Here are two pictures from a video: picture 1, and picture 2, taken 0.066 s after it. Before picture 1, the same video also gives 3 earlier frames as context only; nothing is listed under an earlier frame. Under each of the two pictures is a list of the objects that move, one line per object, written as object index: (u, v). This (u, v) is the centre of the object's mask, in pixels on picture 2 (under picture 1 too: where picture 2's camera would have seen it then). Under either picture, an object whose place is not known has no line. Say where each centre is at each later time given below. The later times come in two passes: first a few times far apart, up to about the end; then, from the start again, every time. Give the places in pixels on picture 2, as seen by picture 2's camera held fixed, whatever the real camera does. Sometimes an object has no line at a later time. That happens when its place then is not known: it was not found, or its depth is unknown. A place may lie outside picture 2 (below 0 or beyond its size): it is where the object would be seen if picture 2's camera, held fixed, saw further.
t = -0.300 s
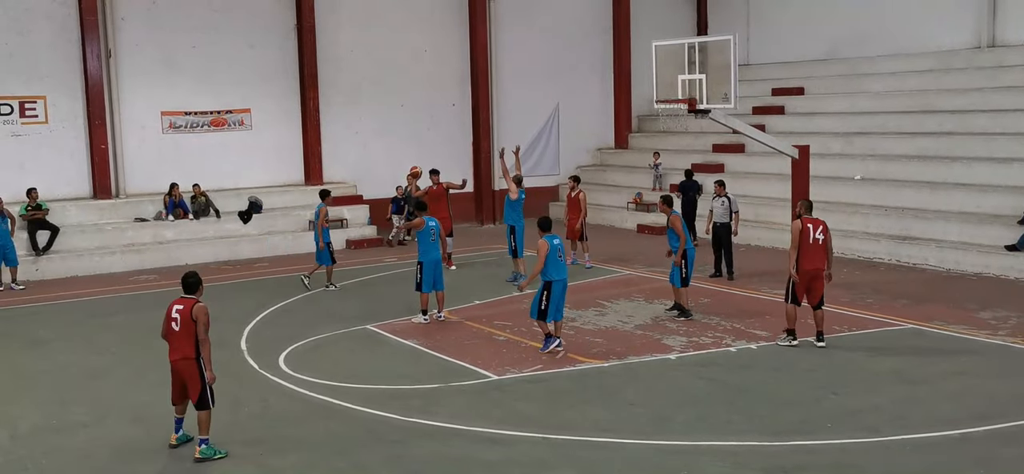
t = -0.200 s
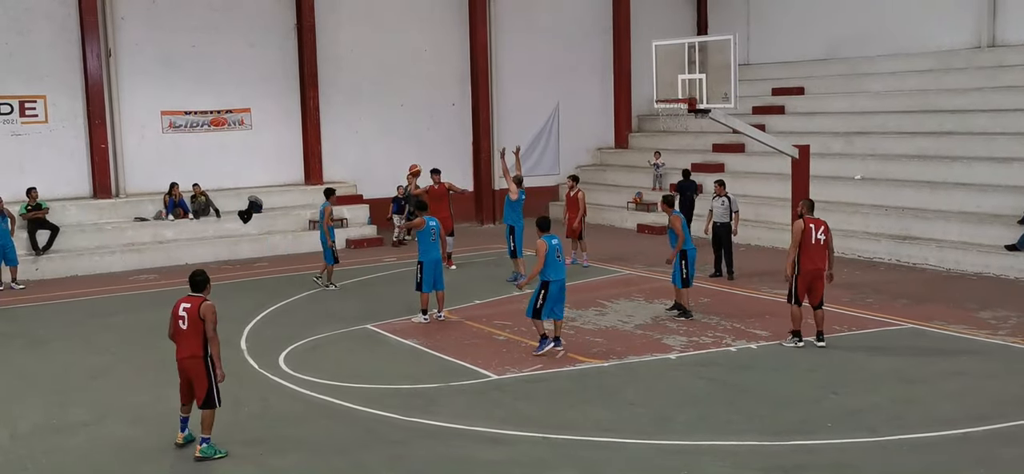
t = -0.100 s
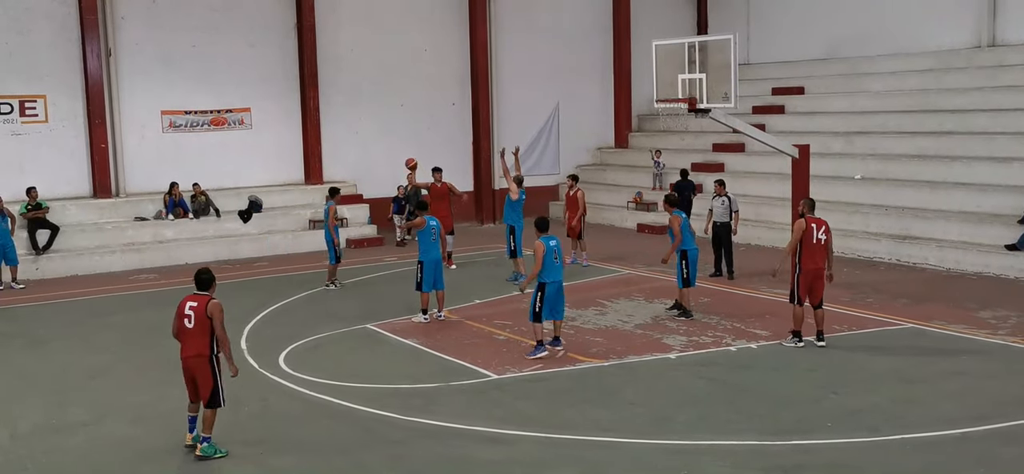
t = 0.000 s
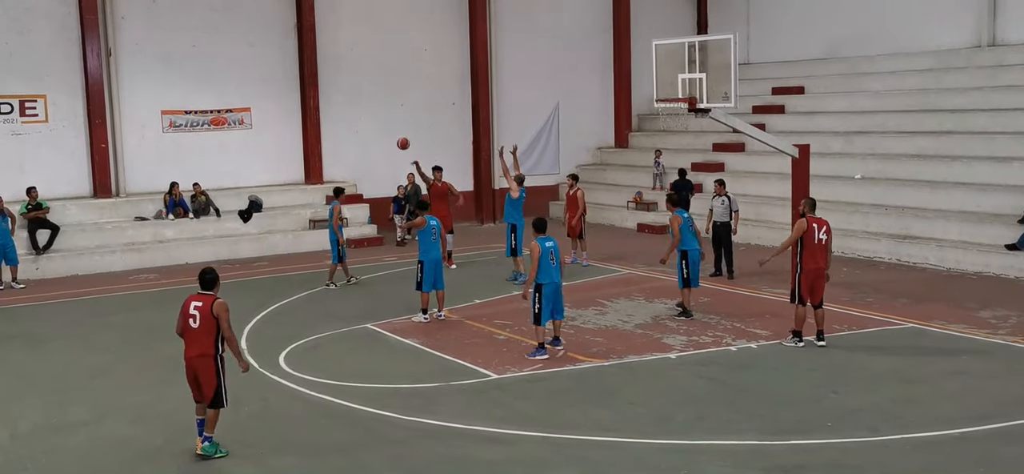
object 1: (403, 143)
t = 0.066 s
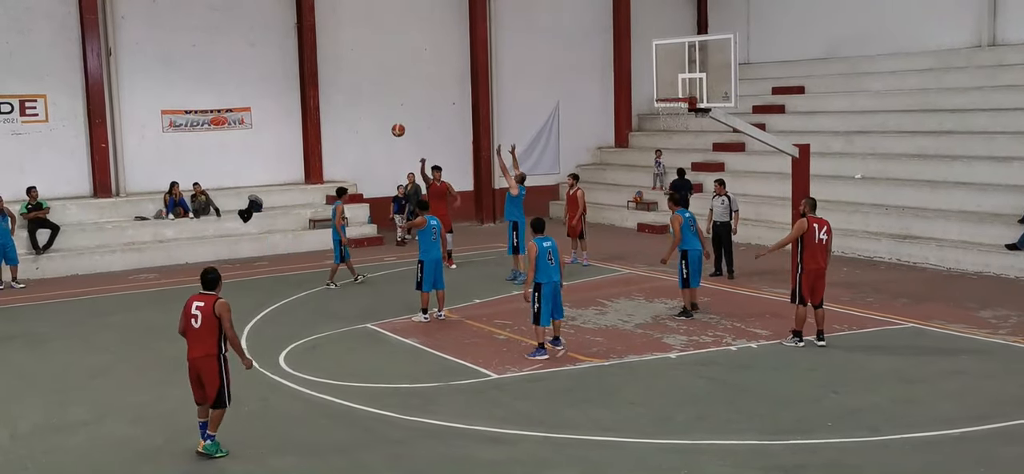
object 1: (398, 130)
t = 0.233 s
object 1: (383, 105)
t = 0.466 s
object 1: (359, 94)
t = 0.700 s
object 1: (328, 127)
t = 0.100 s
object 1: (395, 124)
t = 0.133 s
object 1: (392, 118)
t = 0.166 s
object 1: (389, 113)
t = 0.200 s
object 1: (386, 109)
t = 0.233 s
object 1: (383, 105)
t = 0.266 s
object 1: (380, 101)
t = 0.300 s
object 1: (377, 99)
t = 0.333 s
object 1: (374, 96)
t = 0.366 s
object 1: (370, 95)
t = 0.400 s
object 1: (367, 94)
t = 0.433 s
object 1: (363, 94)
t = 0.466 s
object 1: (359, 94)
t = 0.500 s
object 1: (355, 96)
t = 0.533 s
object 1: (352, 99)
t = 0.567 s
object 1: (347, 102)
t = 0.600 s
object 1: (343, 106)
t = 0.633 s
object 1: (338, 112)
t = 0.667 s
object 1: (333, 119)
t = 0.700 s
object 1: (328, 127)
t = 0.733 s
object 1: (323, 137)
